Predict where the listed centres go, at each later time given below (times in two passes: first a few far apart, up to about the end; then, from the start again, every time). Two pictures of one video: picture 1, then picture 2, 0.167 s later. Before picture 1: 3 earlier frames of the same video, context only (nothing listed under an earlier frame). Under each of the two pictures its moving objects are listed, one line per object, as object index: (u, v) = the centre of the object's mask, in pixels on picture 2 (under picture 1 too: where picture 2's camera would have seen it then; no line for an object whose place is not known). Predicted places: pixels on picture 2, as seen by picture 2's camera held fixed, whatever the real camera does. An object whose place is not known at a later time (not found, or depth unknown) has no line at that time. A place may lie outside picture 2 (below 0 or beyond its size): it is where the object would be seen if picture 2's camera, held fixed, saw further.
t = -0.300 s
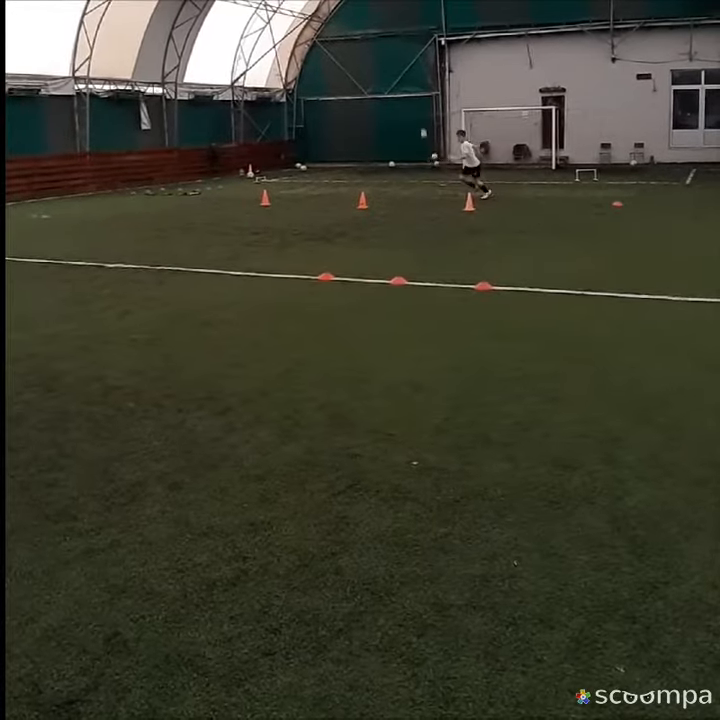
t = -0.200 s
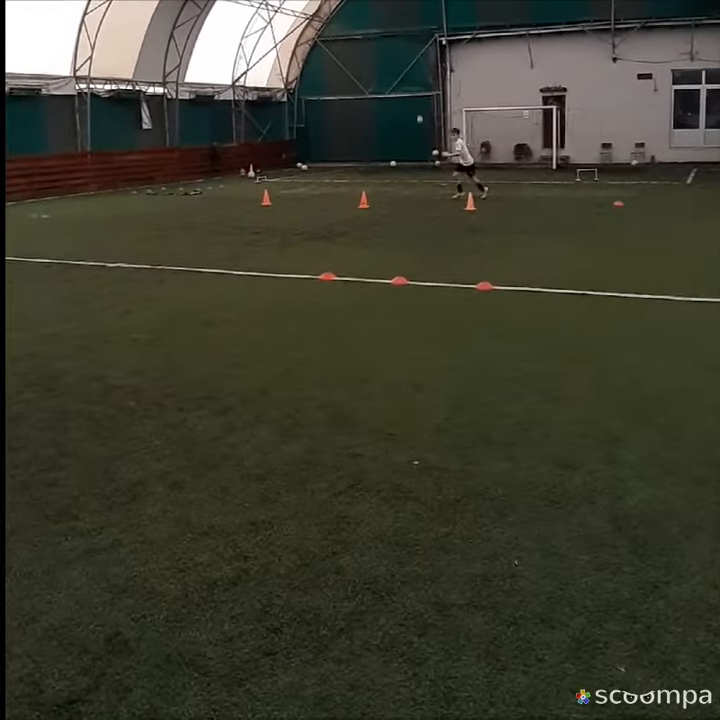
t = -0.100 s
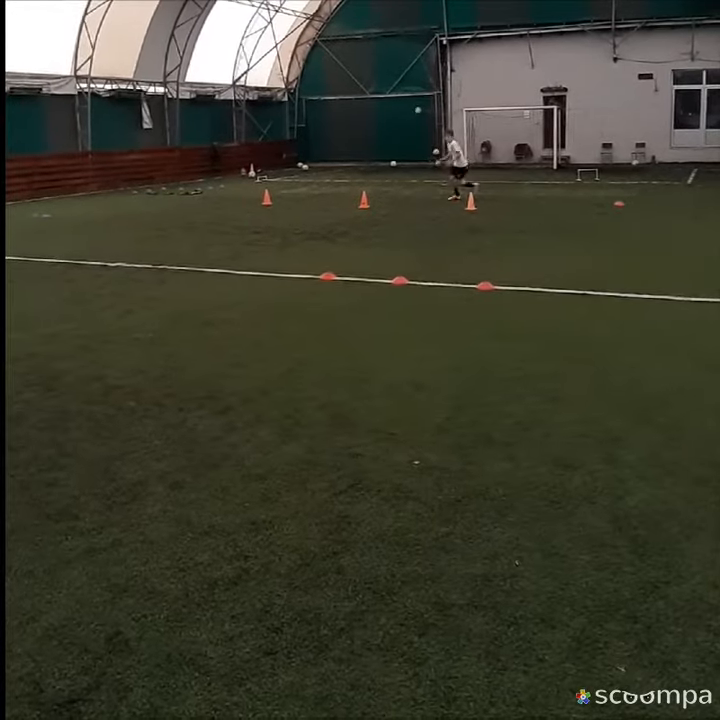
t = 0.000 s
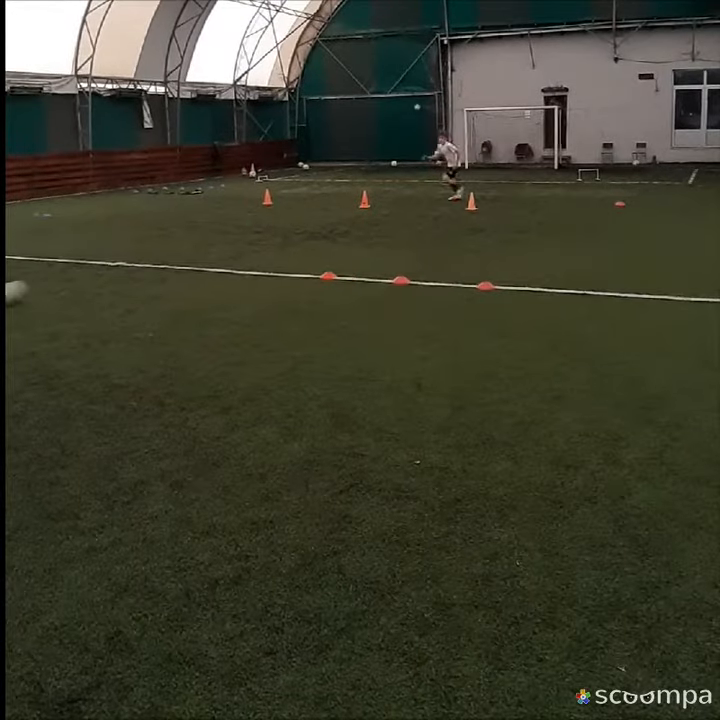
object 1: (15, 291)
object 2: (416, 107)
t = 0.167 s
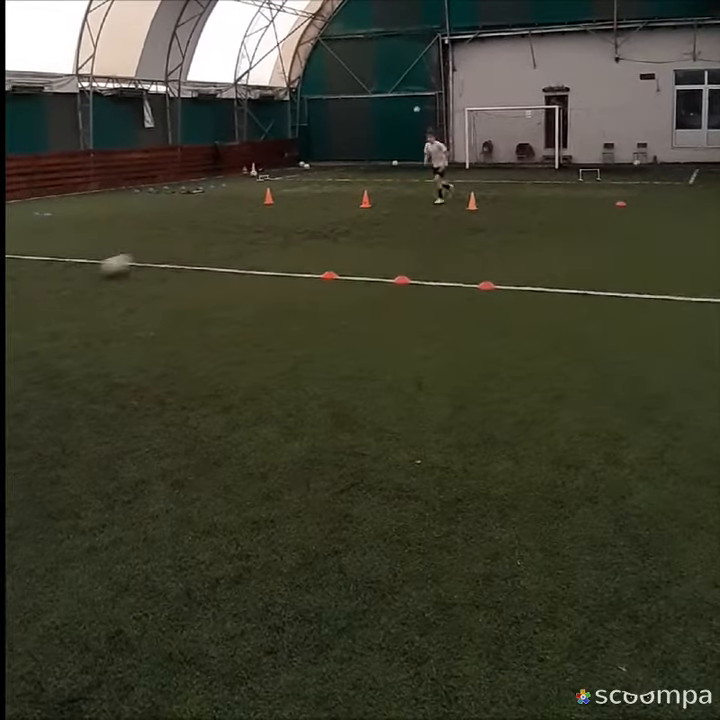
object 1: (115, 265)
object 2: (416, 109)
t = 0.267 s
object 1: (162, 254)
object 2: (415, 115)
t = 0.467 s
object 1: (231, 238)
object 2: (415, 133)
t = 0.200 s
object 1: (133, 259)
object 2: (416, 110)
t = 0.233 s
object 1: (148, 255)
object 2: (416, 113)
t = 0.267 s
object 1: (162, 254)
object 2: (415, 115)
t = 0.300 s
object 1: (176, 251)
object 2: (415, 117)
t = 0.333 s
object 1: (188, 248)
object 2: (416, 119)
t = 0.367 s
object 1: (201, 245)
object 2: (416, 123)
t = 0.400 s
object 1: (211, 243)
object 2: (416, 125)
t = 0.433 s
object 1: (221, 240)
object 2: (416, 129)
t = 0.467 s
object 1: (231, 238)
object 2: (415, 133)
